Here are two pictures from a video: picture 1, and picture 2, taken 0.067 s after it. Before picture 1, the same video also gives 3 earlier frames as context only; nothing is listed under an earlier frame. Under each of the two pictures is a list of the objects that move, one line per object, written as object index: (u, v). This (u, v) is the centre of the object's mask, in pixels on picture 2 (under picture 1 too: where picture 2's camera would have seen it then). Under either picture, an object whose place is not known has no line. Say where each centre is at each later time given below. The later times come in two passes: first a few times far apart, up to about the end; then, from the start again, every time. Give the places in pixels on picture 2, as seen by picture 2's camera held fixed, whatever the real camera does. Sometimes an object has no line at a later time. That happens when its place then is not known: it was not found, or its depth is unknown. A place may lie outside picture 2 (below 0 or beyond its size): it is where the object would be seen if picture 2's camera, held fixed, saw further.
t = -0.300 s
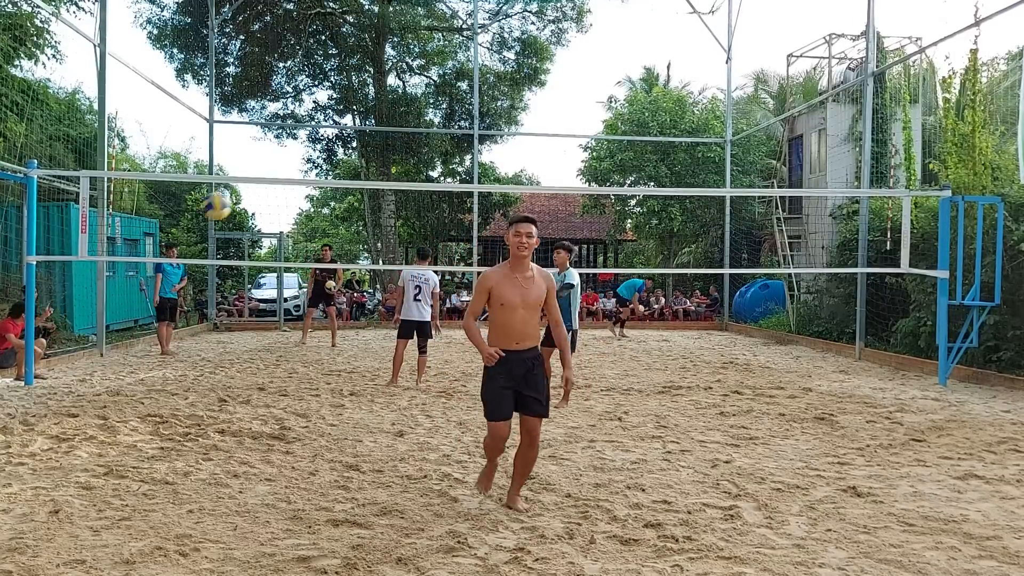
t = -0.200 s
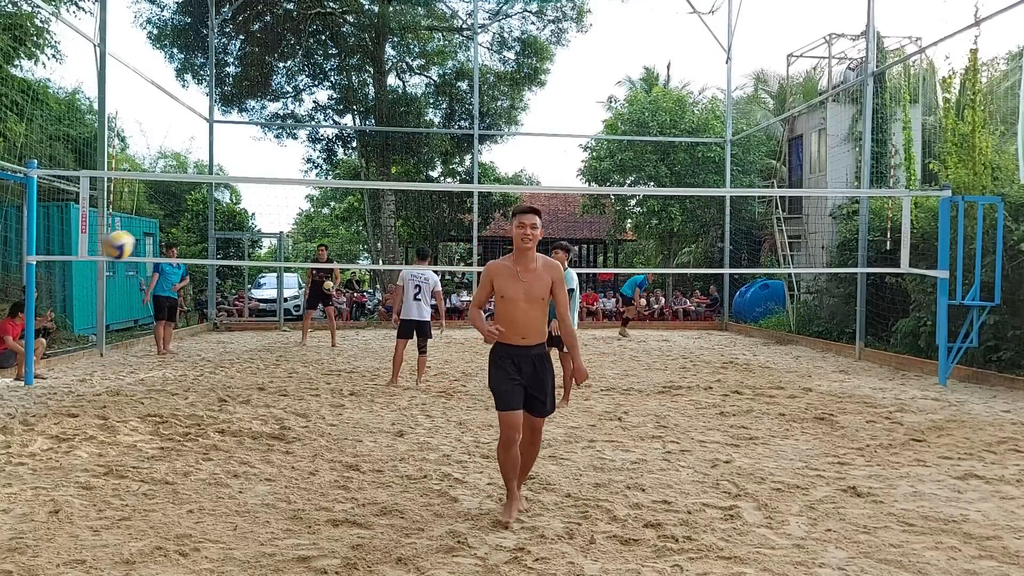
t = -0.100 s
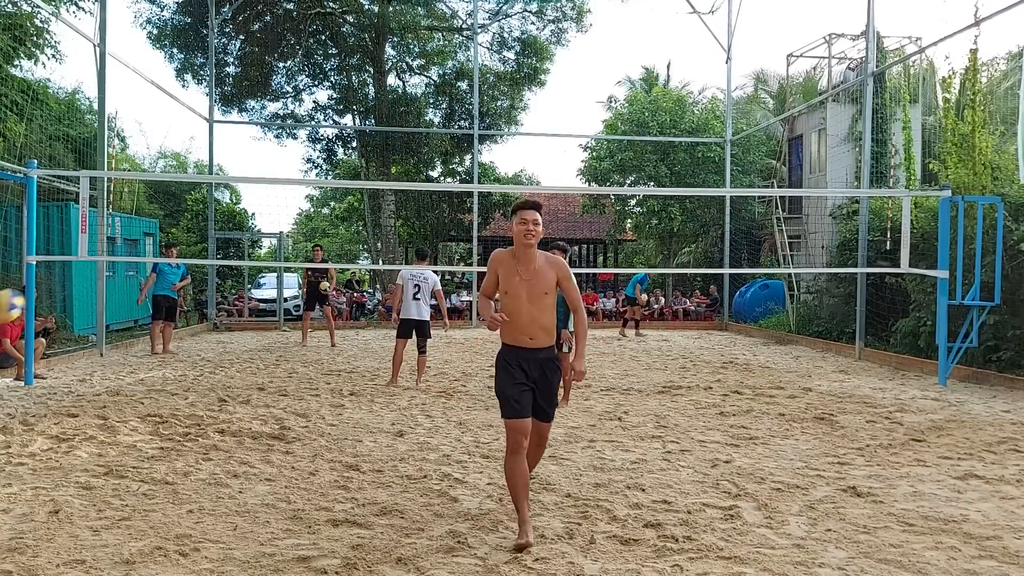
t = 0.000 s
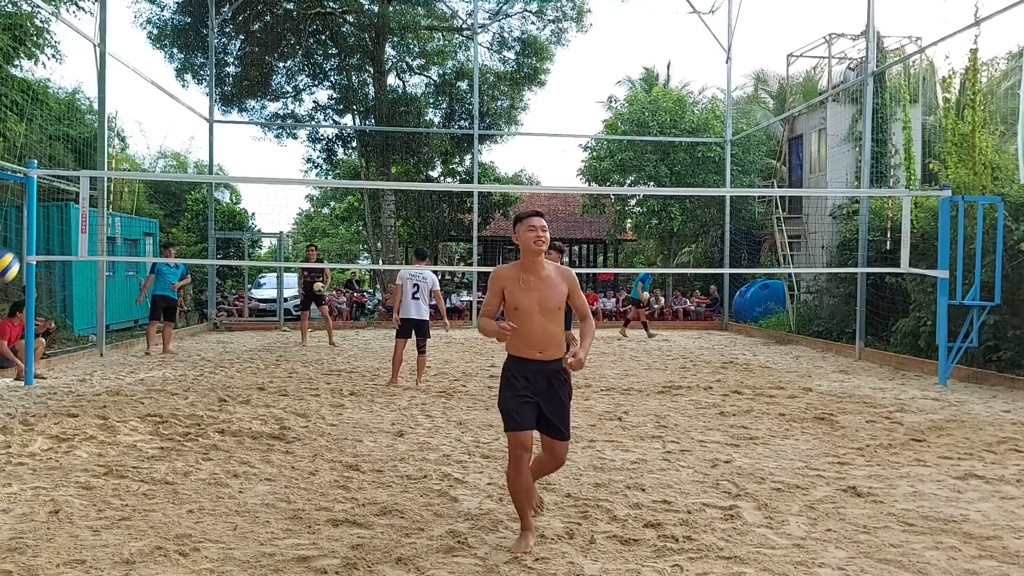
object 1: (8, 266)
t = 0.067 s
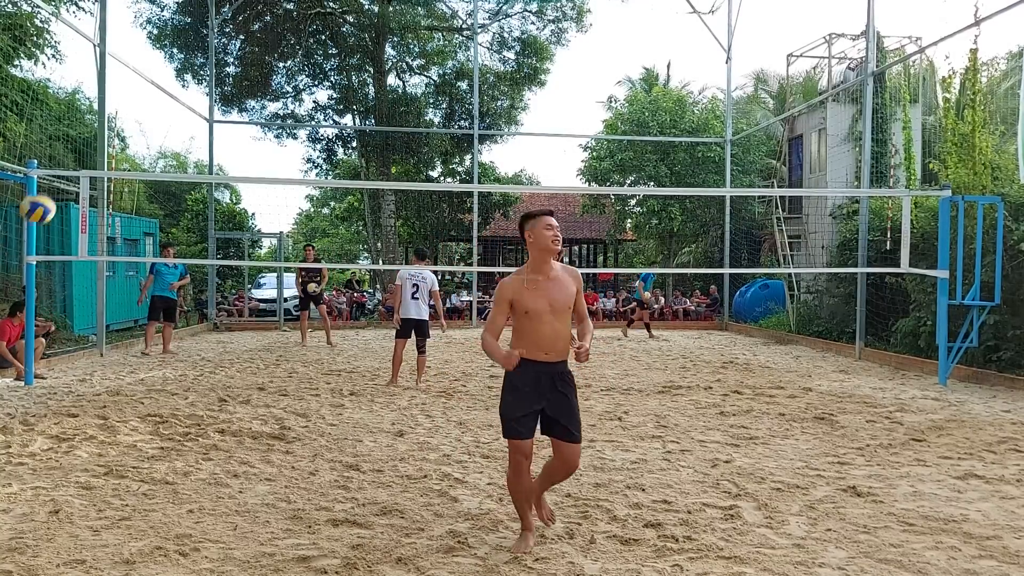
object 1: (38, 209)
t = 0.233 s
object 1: (121, 103)
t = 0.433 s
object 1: (208, 38)
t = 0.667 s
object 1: (292, 28)
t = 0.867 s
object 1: (353, 67)
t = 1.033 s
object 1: (397, 127)
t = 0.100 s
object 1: (57, 184)
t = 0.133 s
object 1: (74, 159)
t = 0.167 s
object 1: (90, 139)
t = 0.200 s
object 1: (106, 120)
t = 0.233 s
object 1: (121, 103)
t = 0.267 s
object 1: (137, 88)
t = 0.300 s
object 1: (152, 75)
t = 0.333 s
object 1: (168, 63)
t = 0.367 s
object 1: (182, 53)
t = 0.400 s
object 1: (195, 45)
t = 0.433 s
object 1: (208, 38)
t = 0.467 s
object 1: (221, 32)
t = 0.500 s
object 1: (234, 28)
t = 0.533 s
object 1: (246, 25)
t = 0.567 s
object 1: (257, 24)
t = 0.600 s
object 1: (269, 24)
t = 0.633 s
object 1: (281, 25)
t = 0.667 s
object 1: (292, 28)
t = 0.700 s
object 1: (302, 32)
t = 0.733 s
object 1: (313, 36)
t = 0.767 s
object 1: (323, 43)
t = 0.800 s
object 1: (334, 50)
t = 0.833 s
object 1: (343, 58)
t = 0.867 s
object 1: (353, 67)
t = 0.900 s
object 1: (362, 76)
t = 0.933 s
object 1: (371, 88)
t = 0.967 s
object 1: (381, 100)
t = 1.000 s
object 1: (388, 114)
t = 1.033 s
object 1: (397, 127)
